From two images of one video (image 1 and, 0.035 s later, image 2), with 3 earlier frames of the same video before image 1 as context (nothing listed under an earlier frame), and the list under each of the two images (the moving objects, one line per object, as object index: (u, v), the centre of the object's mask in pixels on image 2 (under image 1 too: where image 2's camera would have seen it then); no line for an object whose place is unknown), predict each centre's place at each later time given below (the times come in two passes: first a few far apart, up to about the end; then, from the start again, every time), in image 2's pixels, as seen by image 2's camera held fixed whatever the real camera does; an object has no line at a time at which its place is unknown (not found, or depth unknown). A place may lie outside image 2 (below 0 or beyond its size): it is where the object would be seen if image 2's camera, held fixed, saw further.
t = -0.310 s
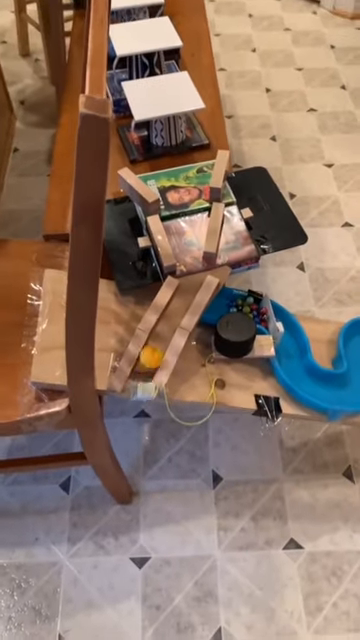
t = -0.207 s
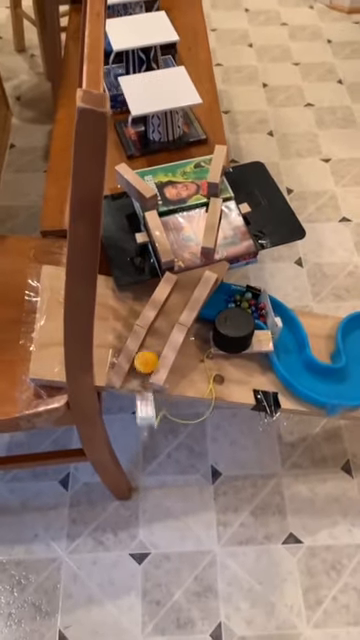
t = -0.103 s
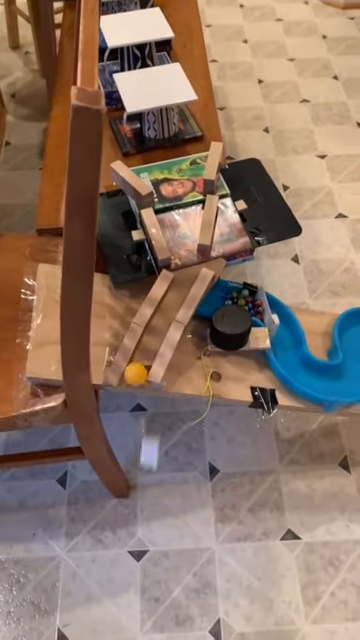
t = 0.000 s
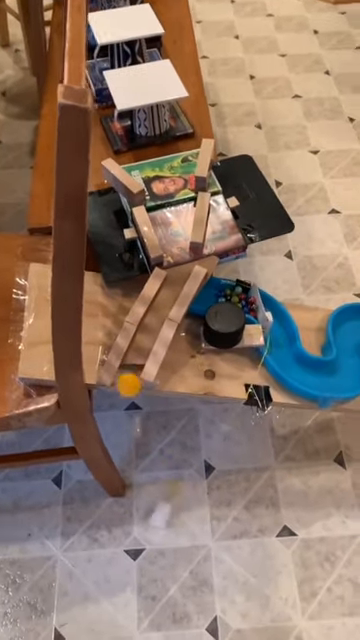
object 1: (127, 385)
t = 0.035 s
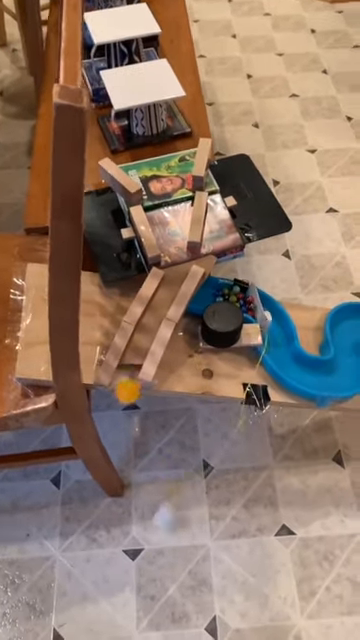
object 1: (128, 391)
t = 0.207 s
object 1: (138, 463)
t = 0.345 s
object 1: (144, 488)
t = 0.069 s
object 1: (129, 402)
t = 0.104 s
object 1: (130, 415)
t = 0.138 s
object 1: (132, 430)
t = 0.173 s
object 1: (136, 445)
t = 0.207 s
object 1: (138, 463)
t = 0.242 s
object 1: (141, 480)
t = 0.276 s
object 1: (146, 496)
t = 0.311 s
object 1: (146, 498)
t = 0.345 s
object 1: (144, 488)
